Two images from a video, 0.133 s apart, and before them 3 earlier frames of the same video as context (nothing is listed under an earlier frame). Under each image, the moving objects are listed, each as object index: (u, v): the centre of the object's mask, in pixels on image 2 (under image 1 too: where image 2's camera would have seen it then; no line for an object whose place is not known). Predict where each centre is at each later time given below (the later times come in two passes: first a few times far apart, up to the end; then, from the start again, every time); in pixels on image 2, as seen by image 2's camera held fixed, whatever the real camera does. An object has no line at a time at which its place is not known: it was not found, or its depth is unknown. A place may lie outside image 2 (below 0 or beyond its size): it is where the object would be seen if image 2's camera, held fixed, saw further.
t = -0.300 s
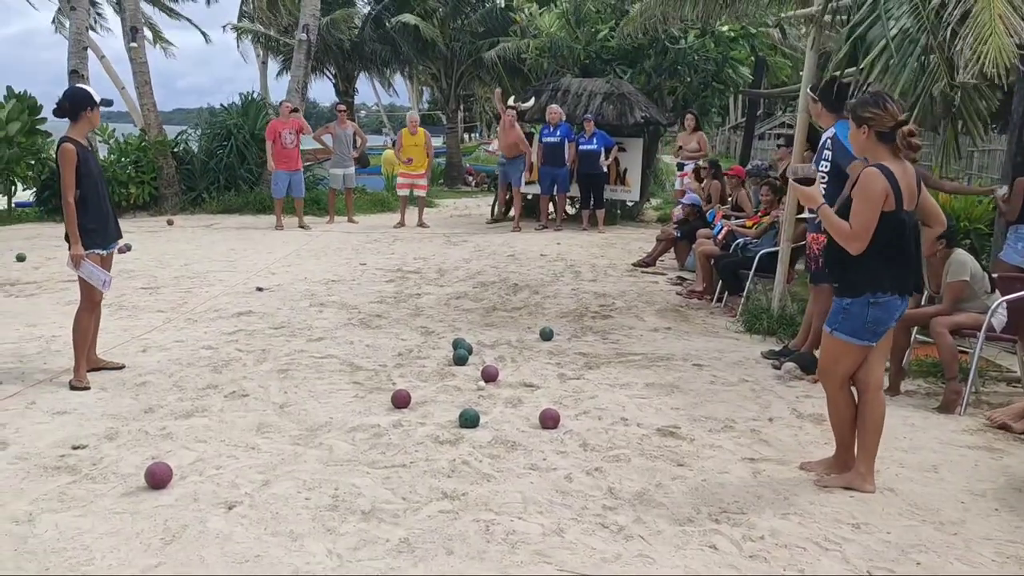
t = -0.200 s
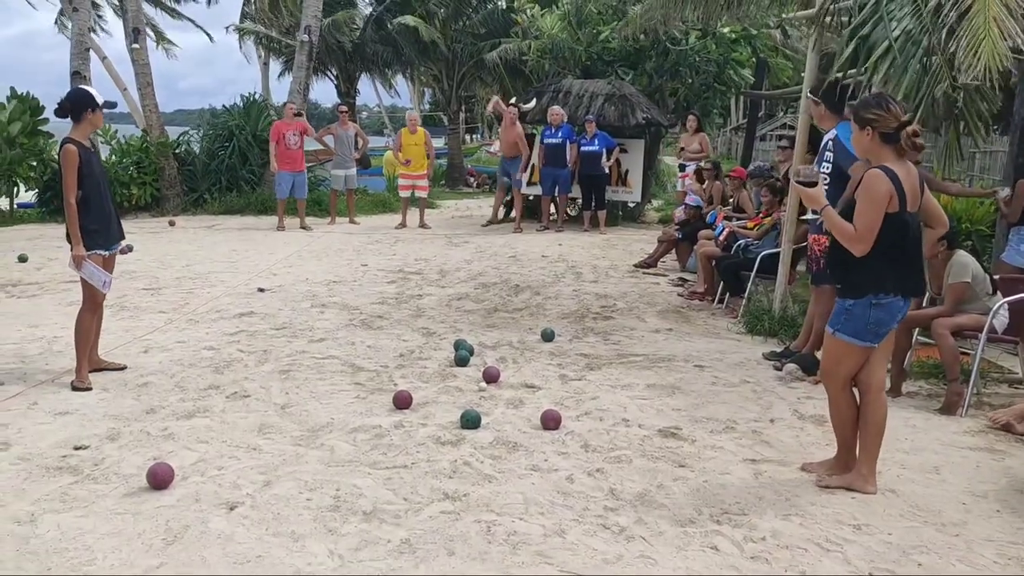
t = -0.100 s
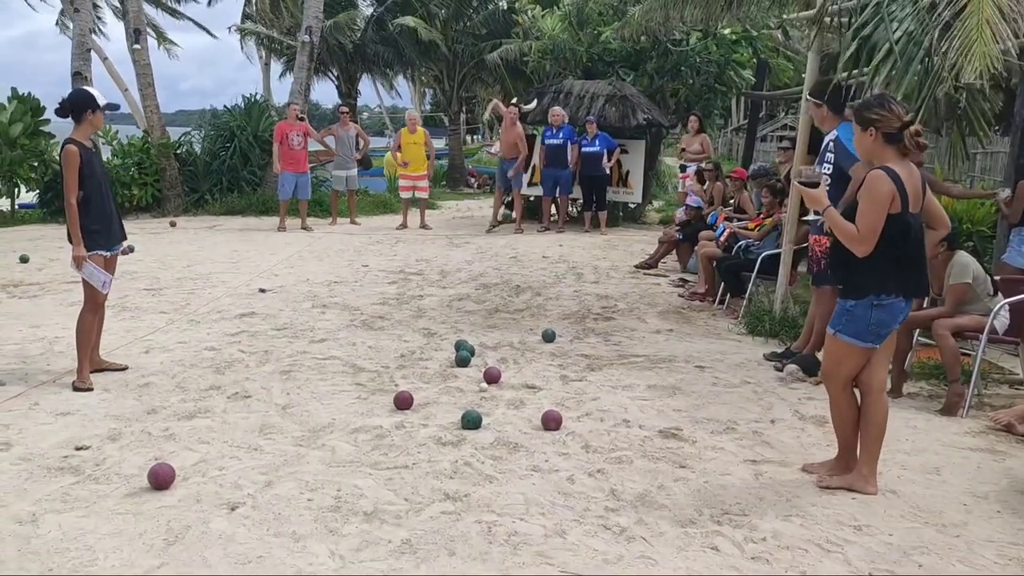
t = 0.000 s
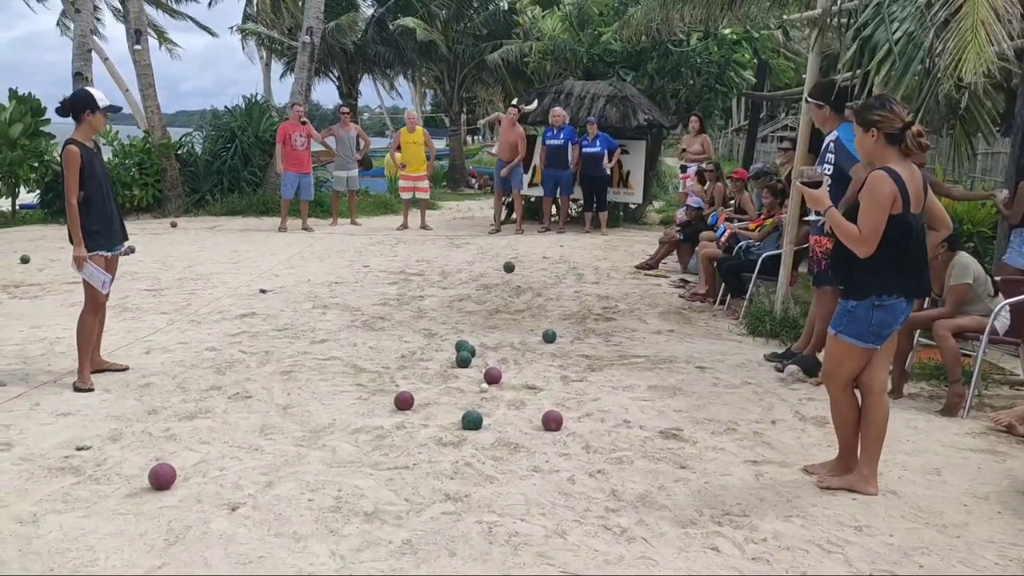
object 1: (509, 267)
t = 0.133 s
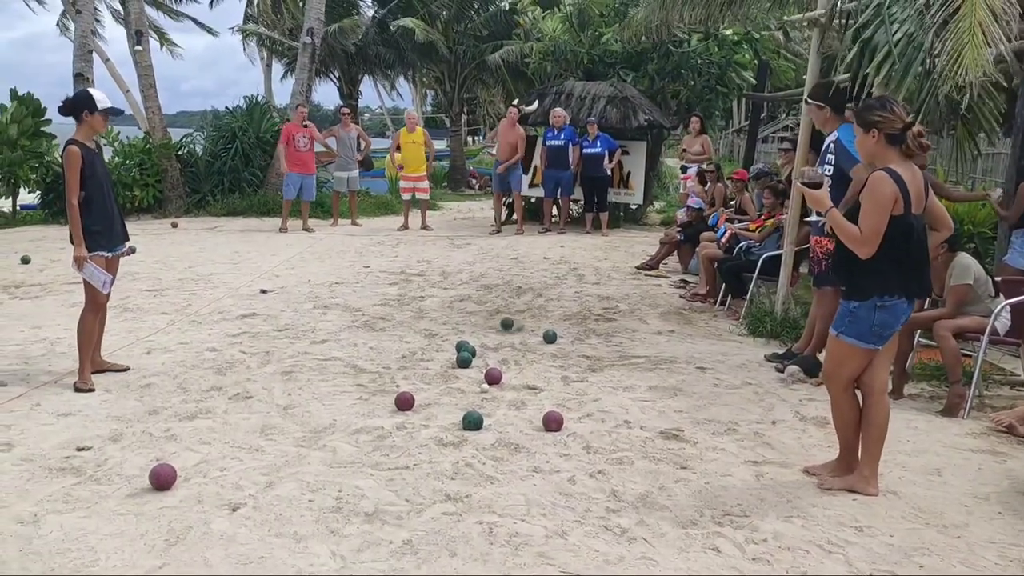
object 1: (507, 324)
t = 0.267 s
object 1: (496, 340)
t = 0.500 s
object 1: (472, 371)
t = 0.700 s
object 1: (447, 407)
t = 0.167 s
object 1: (504, 325)
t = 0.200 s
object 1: (502, 328)
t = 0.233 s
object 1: (499, 334)
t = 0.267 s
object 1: (496, 340)
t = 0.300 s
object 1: (493, 347)
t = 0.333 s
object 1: (490, 349)
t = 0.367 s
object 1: (487, 351)
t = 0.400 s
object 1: (483, 354)
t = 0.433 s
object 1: (480, 361)
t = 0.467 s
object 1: (476, 369)
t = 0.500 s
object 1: (472, 371)
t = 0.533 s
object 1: (469, 374)
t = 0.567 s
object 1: (464, 378)
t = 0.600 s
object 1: (460, 385)
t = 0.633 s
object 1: (456, 393)
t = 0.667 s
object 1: (451, 400)
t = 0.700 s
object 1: (447, 407)
